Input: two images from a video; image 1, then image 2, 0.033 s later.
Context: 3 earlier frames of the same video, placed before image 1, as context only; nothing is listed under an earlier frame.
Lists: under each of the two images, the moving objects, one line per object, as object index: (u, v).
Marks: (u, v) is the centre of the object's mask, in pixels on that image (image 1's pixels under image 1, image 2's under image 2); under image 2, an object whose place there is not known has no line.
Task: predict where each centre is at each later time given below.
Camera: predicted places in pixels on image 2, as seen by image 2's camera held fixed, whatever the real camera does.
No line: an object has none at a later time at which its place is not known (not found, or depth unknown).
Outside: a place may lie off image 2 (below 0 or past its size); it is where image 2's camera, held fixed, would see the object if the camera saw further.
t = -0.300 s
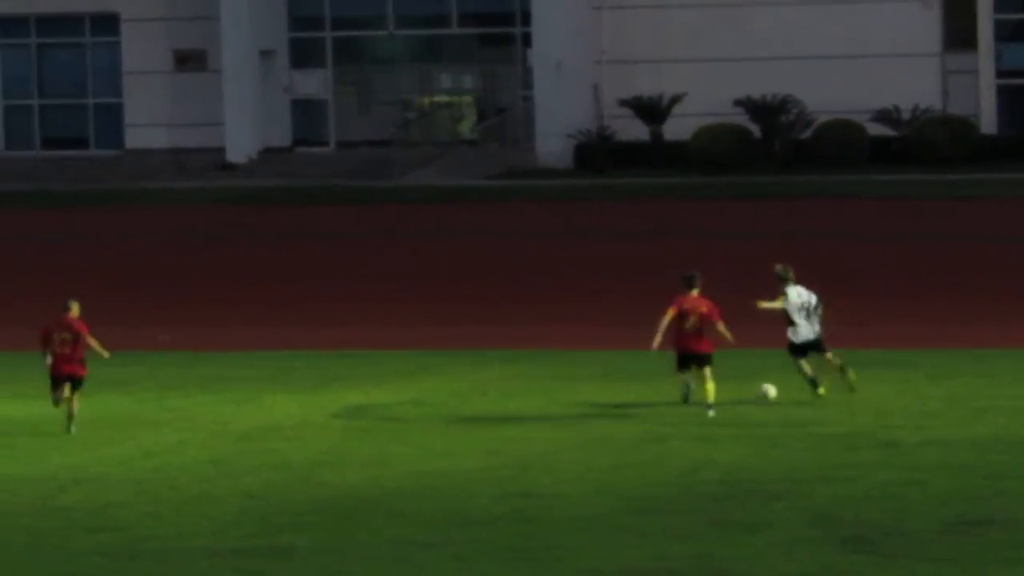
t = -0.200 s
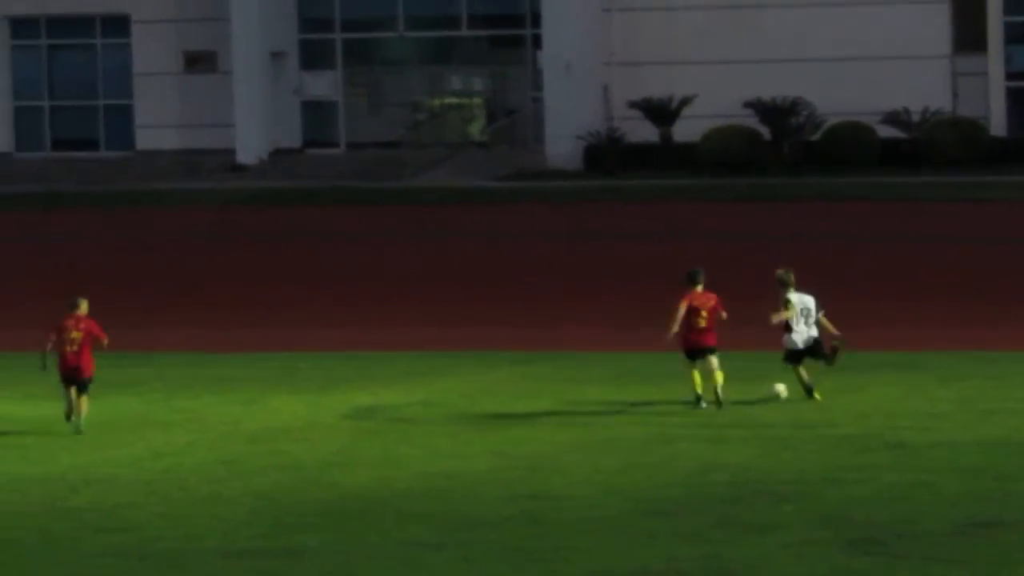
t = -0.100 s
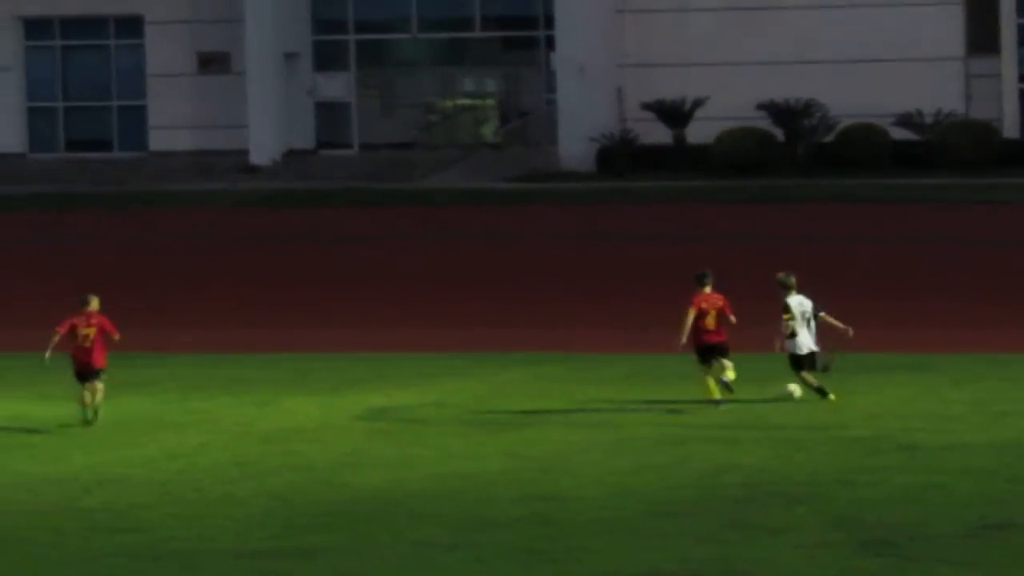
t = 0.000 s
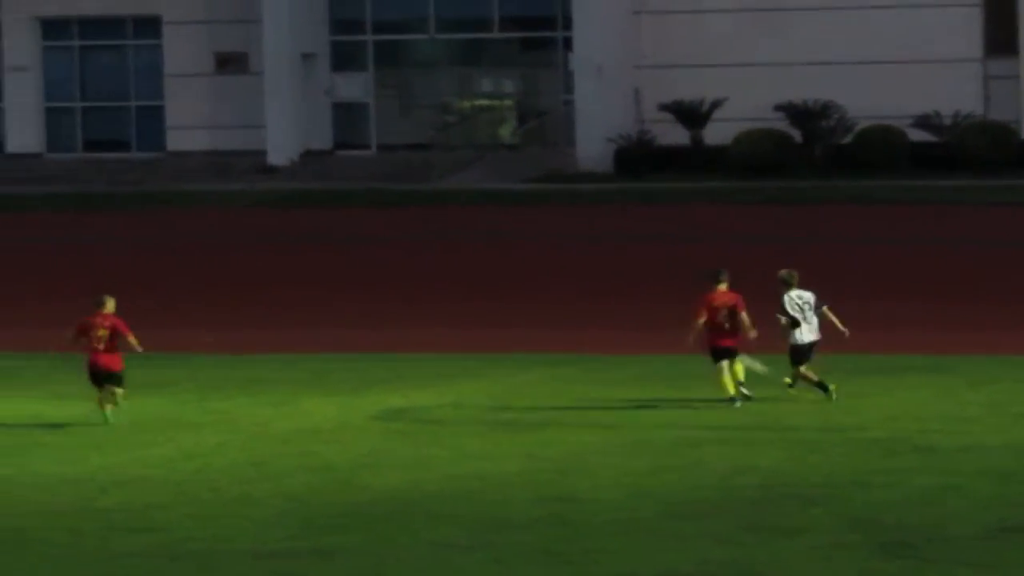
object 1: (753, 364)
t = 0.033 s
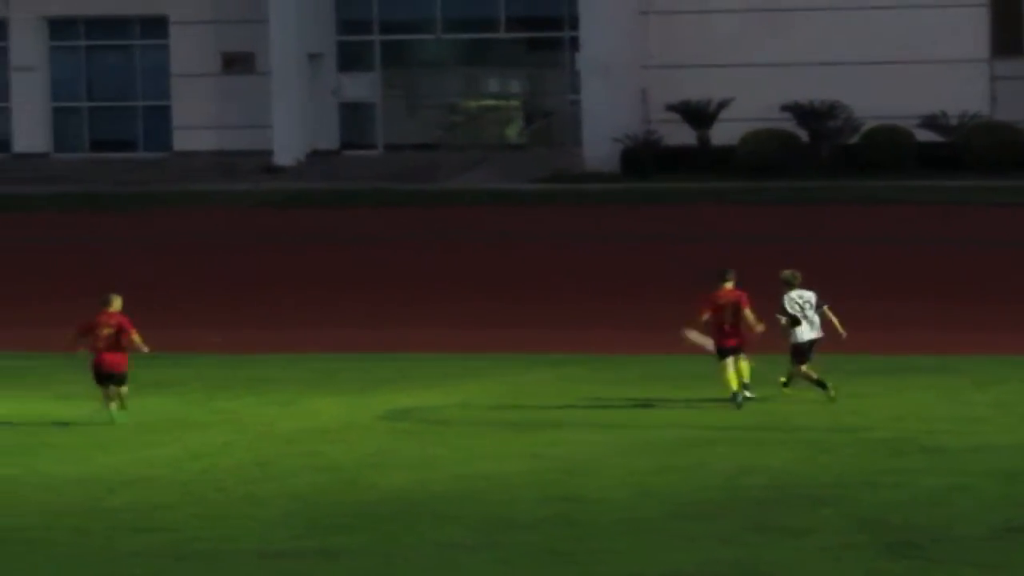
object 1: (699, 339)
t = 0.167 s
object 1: (538, 269)
